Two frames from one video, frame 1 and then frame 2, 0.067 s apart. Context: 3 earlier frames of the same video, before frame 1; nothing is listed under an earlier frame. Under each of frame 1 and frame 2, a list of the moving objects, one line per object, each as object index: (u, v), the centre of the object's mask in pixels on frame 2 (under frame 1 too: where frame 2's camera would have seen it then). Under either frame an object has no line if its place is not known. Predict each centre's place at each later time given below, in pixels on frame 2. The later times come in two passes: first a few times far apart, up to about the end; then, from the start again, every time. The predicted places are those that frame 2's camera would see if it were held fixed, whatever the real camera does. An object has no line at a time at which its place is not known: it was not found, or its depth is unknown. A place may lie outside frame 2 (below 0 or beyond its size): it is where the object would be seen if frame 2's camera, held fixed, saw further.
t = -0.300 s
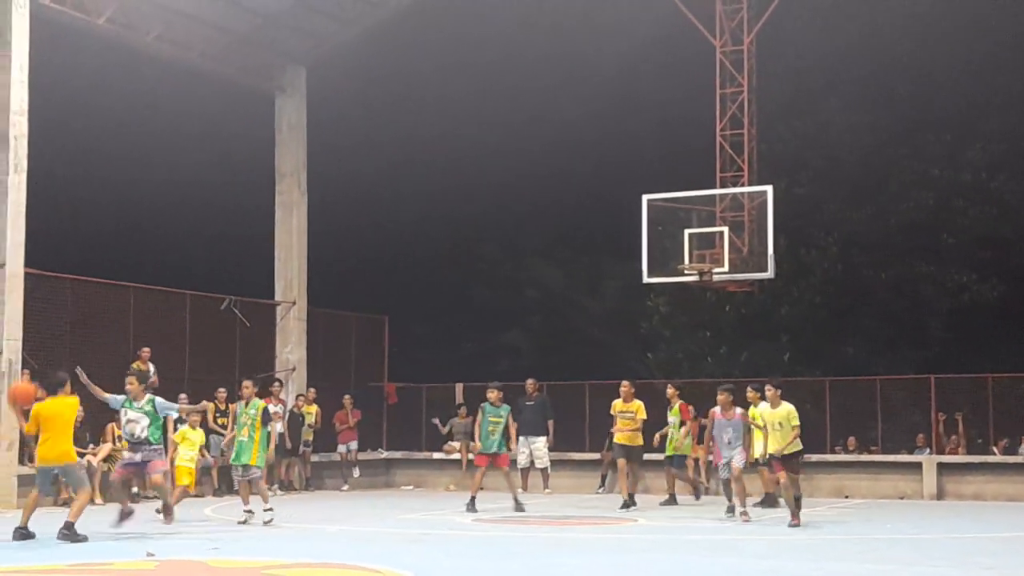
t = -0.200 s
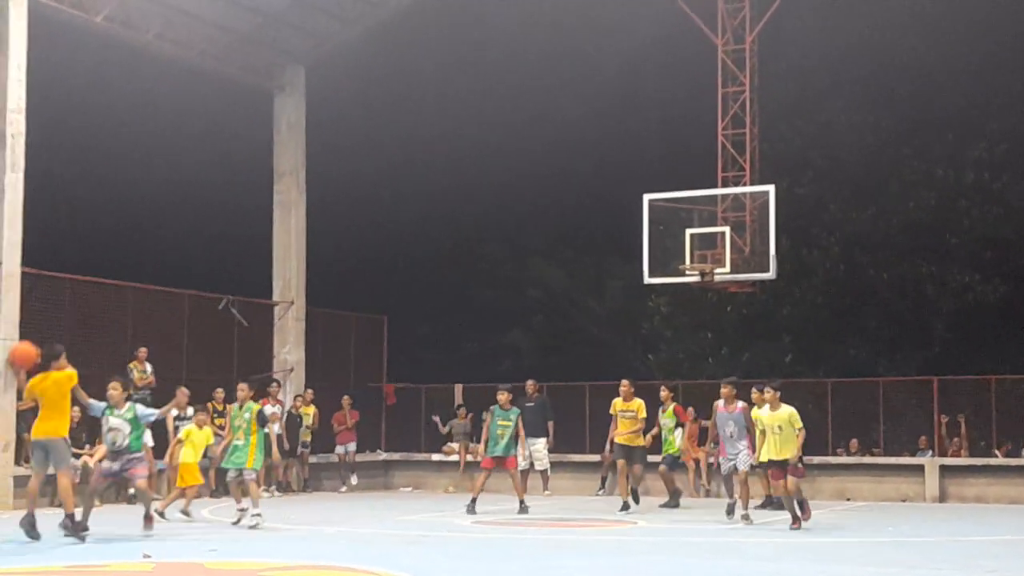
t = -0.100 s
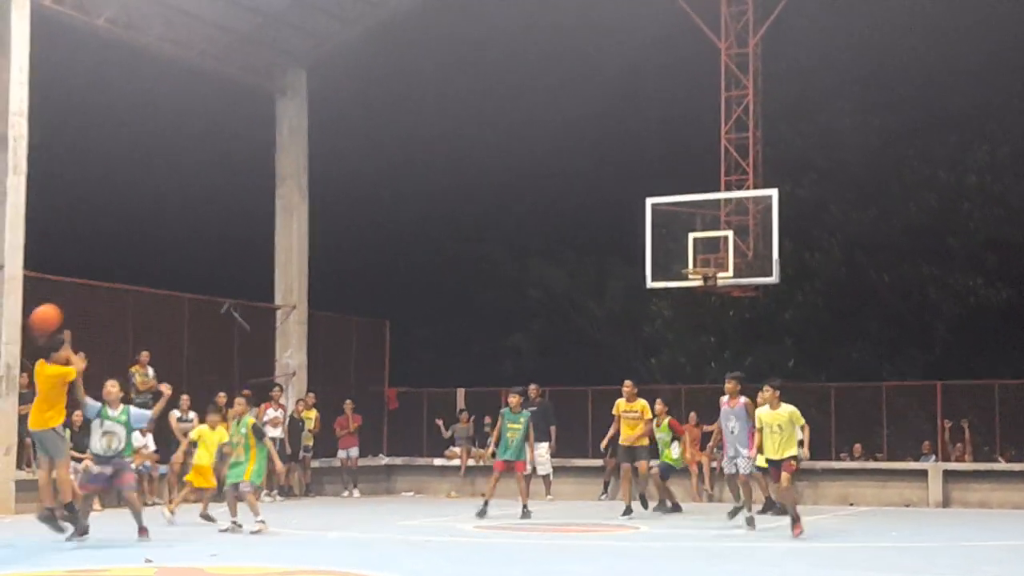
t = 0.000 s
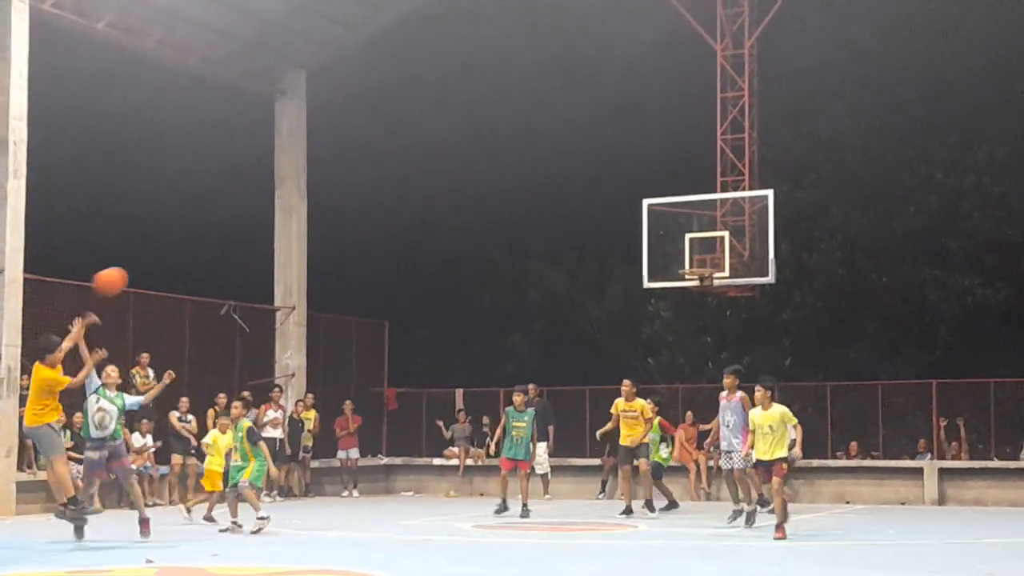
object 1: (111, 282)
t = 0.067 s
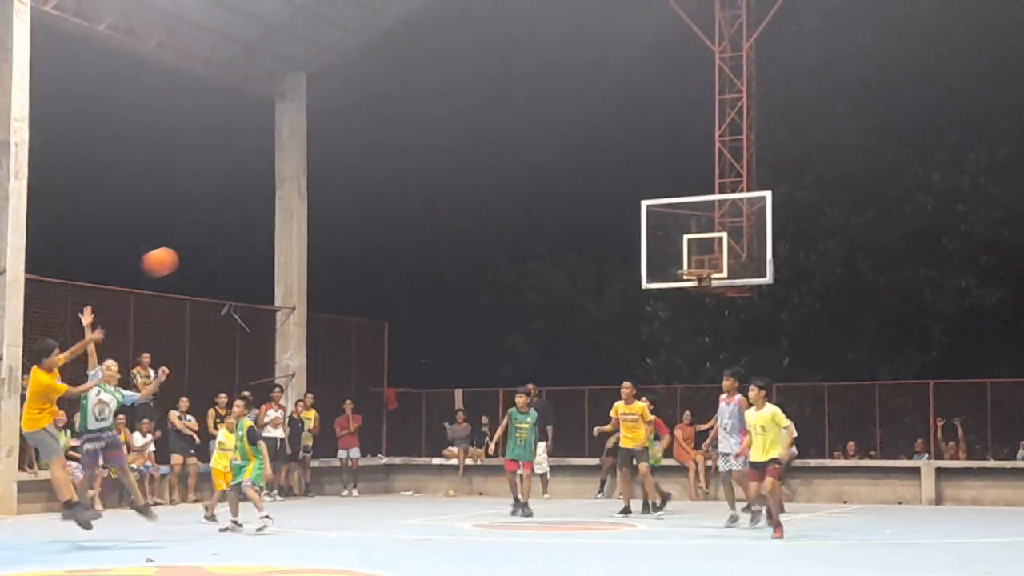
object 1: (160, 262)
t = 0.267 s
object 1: (307, 230)
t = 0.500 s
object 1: (476, 248)
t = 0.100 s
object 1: (184, 253)
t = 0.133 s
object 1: (207, 246)
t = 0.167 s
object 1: (232, 241)
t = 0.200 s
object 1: (256, 236)
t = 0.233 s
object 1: (280, 232)
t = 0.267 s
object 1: (307, 230)
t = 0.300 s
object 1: (331, 229)
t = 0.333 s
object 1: (355, 230)
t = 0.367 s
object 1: (380, 231)
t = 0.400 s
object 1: (405, 234)
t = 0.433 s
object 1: (426, 237)
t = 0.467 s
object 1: (451, 241)
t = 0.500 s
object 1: (476, 248)
